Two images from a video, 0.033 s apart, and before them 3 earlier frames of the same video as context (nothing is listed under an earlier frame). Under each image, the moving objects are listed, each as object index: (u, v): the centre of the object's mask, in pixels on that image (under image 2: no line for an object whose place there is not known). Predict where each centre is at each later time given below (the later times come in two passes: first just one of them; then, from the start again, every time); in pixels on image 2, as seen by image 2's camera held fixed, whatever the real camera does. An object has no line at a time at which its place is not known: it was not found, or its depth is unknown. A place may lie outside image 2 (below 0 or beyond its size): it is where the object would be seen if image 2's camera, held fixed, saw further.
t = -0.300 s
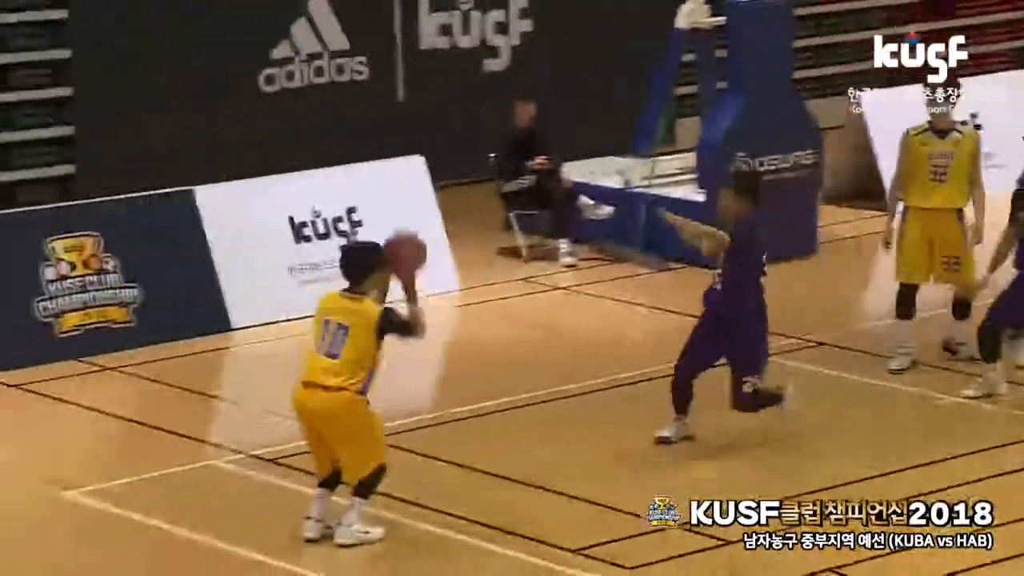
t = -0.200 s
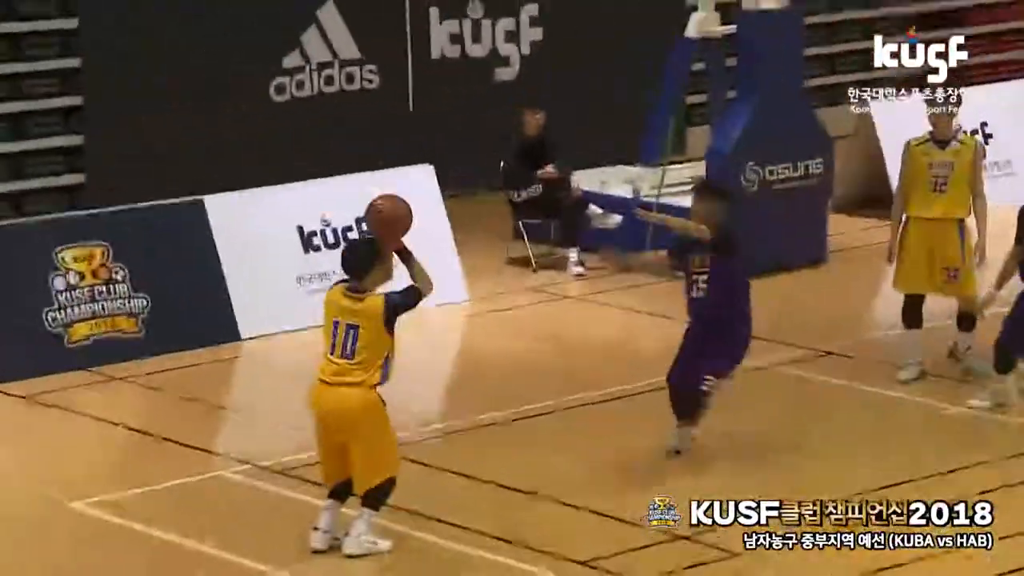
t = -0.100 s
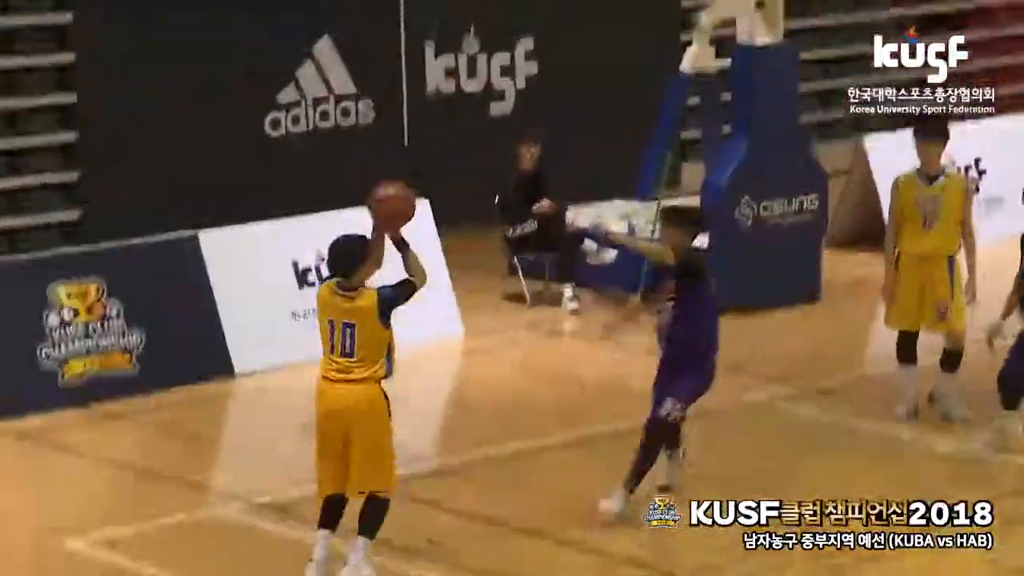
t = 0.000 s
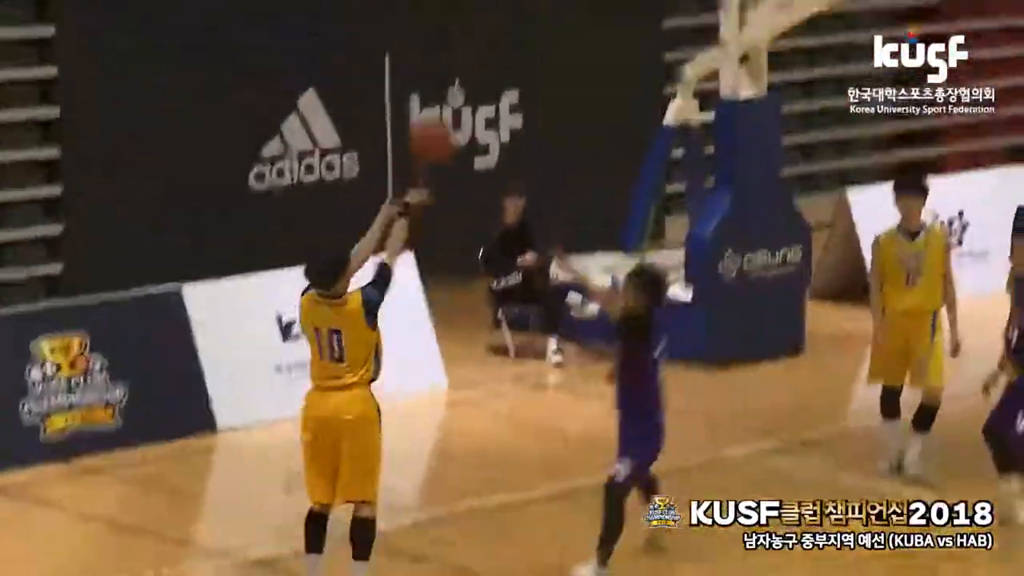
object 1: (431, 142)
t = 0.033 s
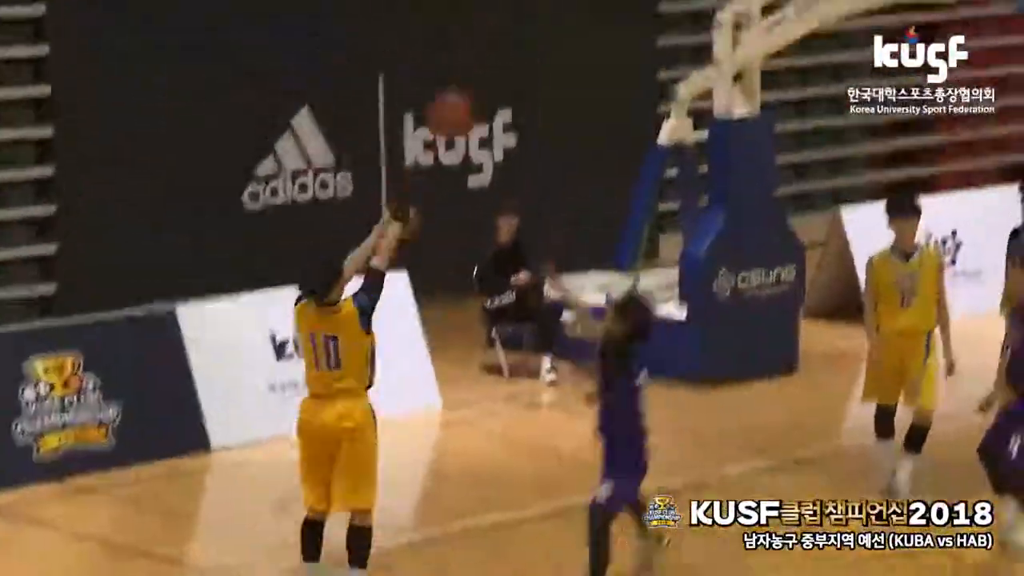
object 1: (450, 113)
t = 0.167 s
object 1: (550, -31)
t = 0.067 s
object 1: (476, 79)
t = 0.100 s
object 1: (499, 41)
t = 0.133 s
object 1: (524, 4)
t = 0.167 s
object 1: (550, -31)
